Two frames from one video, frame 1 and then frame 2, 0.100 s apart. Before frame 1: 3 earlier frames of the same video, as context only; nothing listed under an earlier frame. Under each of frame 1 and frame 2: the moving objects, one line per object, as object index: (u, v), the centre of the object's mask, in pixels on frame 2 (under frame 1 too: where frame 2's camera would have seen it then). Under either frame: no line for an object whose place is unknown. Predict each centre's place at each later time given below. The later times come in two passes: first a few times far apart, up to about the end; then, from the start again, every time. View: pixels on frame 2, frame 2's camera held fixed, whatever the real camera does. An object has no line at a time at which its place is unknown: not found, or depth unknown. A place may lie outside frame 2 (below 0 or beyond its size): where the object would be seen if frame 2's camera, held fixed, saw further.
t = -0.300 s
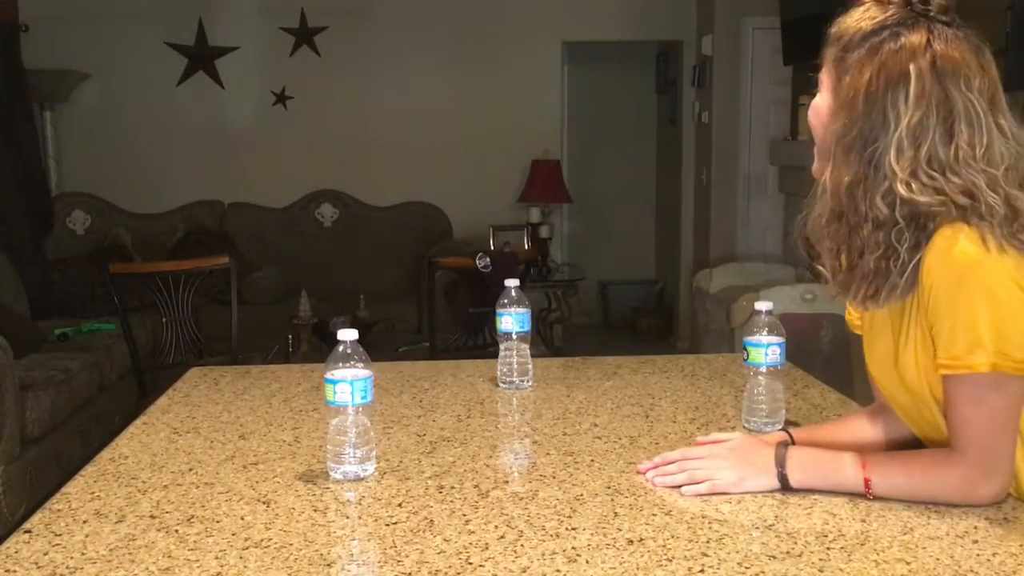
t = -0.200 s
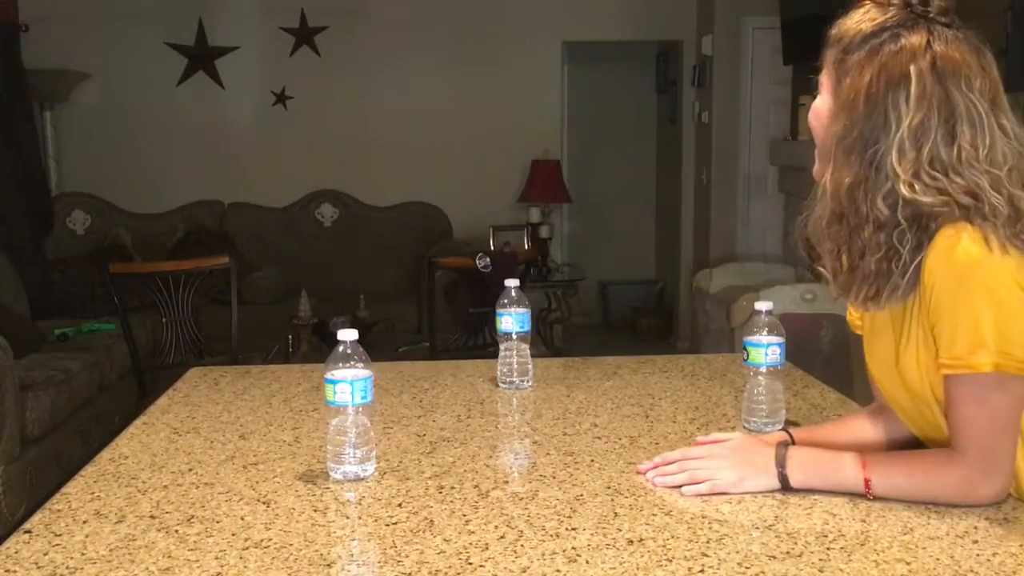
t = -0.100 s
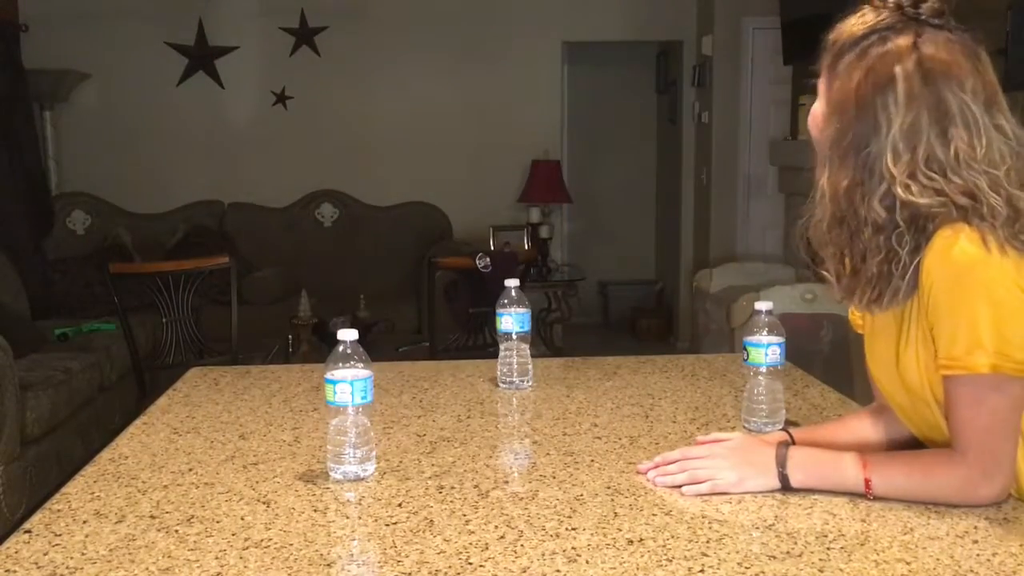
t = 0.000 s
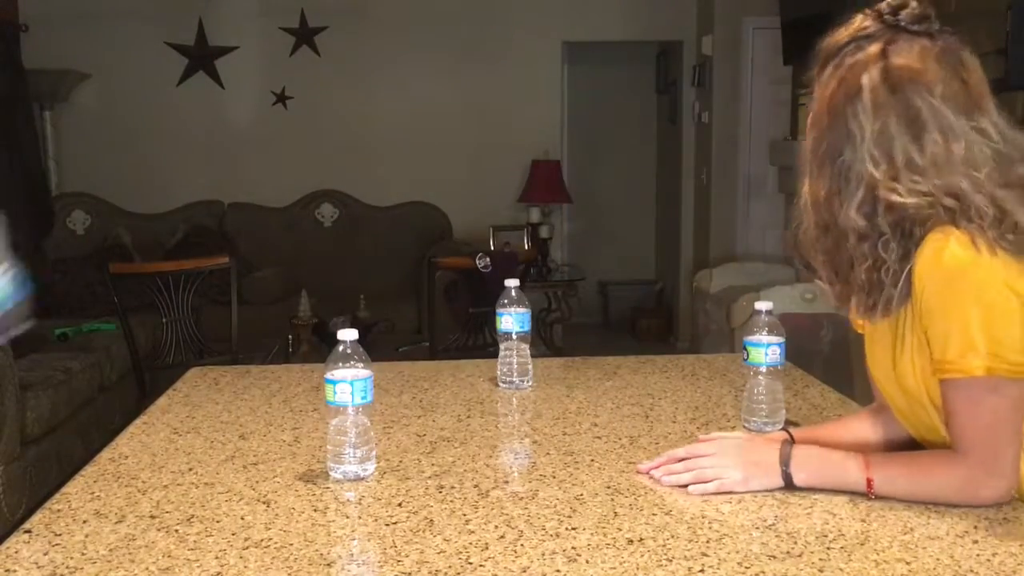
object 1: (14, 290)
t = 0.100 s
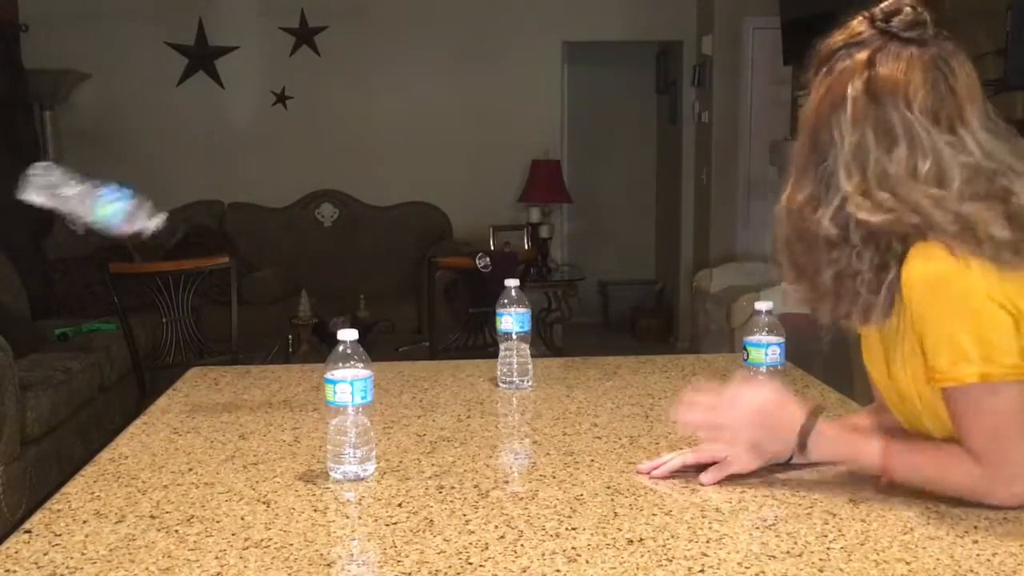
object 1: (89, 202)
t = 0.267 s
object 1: (240, 239)
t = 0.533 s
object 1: (449, 404)
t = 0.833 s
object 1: (508, 410)
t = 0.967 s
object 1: (520, 410)
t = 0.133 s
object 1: (118, 193)
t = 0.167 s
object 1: (147, 194)
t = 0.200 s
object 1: (176, 202)
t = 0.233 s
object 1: (208, 217)
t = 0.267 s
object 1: (240, 239)
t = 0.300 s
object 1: (271, 268)
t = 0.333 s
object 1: (302, 302)
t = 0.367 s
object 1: (330, 333)
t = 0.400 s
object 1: (379, 338)
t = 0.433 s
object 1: (397, 357)
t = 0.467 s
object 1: (415, 370)
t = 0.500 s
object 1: (432, 384)
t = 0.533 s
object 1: (449, 404)
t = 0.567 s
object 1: (459, 405)
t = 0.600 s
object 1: (468, 406)
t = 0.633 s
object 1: (474, 406)
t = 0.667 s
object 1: (481, 407)
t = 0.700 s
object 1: (485, 408)
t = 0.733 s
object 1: (492, 409)
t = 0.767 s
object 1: (498, 410)
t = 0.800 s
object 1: (502, 409)
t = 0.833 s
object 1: (508, 410)
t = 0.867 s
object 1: (511, 409)
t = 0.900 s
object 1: (515, 410)
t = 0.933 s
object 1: (518, 410)
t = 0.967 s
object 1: (520, 410)
